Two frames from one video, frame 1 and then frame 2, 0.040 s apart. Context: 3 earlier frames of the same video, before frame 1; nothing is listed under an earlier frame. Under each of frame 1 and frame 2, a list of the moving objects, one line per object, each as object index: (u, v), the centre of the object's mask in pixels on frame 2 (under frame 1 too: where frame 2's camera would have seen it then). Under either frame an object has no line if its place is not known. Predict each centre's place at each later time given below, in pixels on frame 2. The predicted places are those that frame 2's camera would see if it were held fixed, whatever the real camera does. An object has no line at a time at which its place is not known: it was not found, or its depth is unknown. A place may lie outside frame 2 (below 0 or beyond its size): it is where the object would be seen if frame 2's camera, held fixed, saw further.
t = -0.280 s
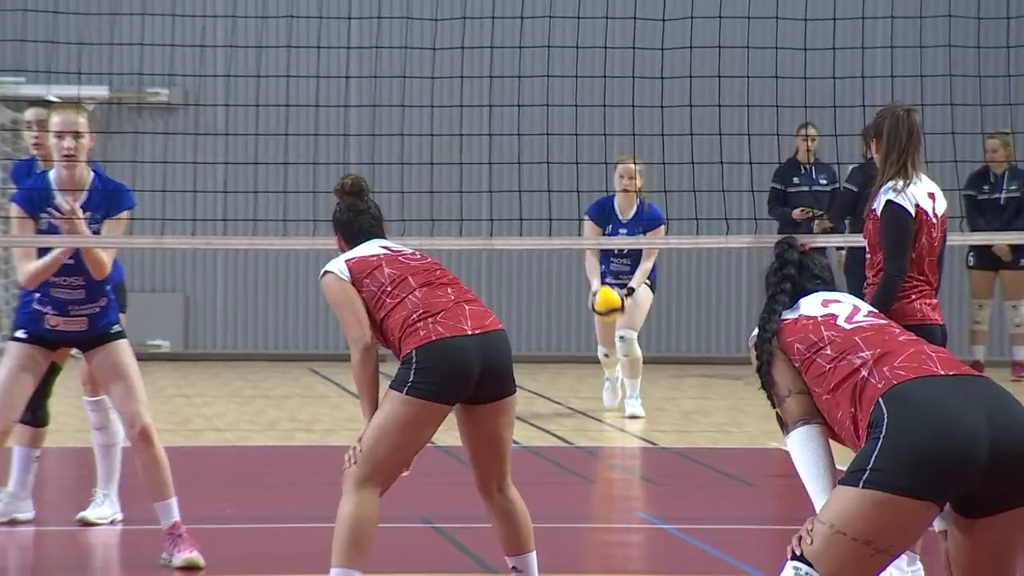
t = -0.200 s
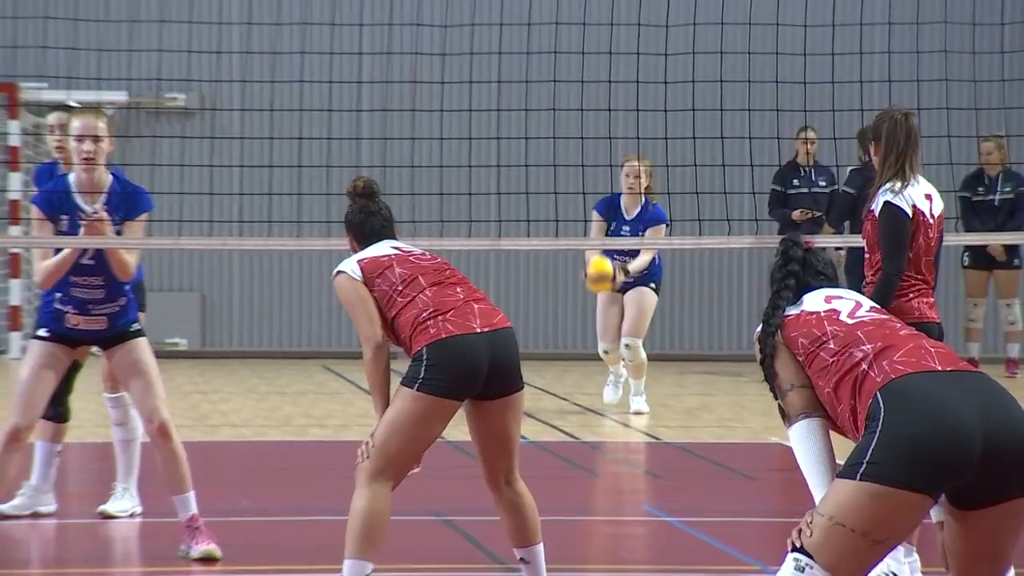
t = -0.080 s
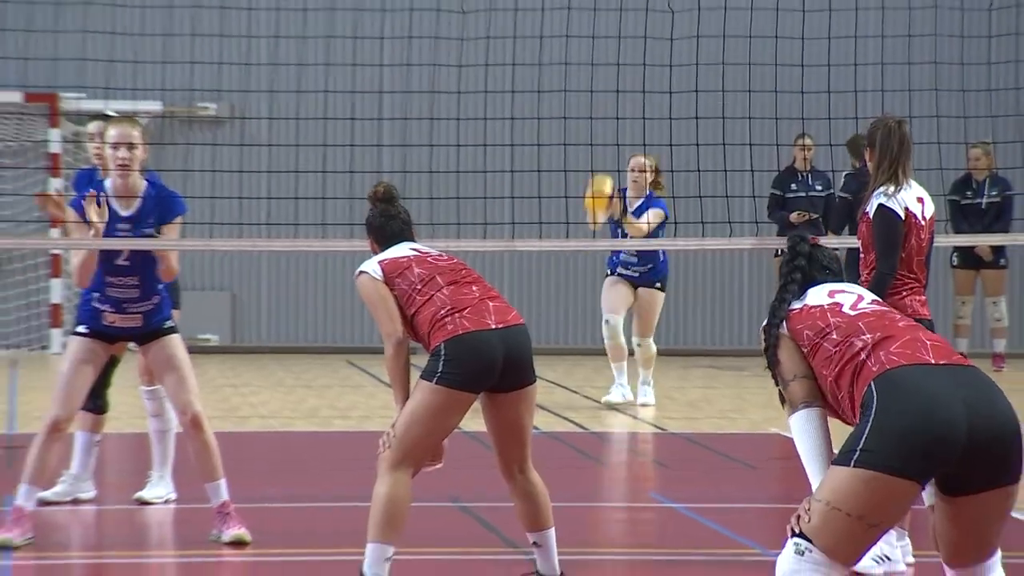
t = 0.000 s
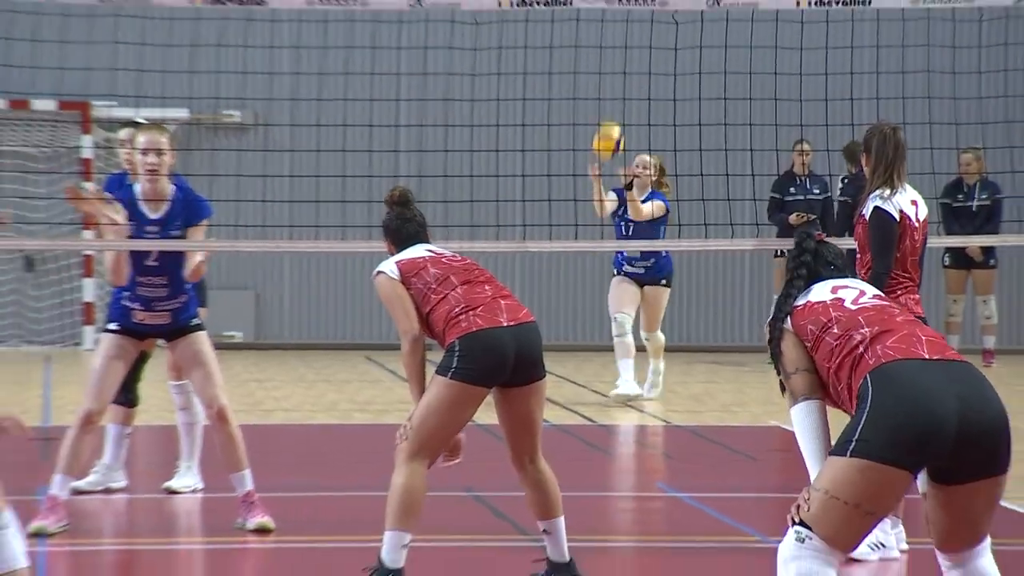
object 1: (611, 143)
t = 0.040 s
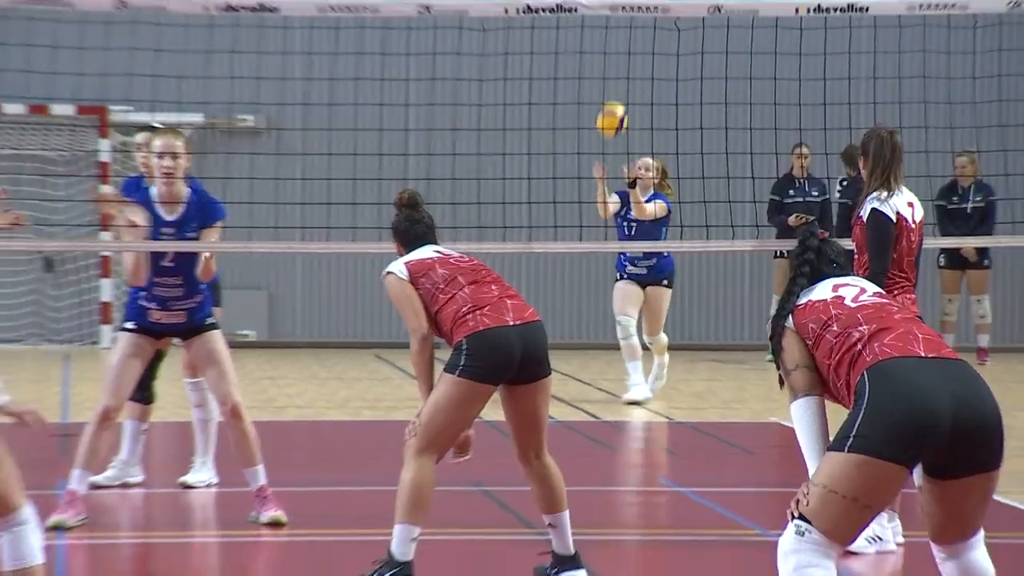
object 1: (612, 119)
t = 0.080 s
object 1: (613, 98)
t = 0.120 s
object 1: (613, 79)
